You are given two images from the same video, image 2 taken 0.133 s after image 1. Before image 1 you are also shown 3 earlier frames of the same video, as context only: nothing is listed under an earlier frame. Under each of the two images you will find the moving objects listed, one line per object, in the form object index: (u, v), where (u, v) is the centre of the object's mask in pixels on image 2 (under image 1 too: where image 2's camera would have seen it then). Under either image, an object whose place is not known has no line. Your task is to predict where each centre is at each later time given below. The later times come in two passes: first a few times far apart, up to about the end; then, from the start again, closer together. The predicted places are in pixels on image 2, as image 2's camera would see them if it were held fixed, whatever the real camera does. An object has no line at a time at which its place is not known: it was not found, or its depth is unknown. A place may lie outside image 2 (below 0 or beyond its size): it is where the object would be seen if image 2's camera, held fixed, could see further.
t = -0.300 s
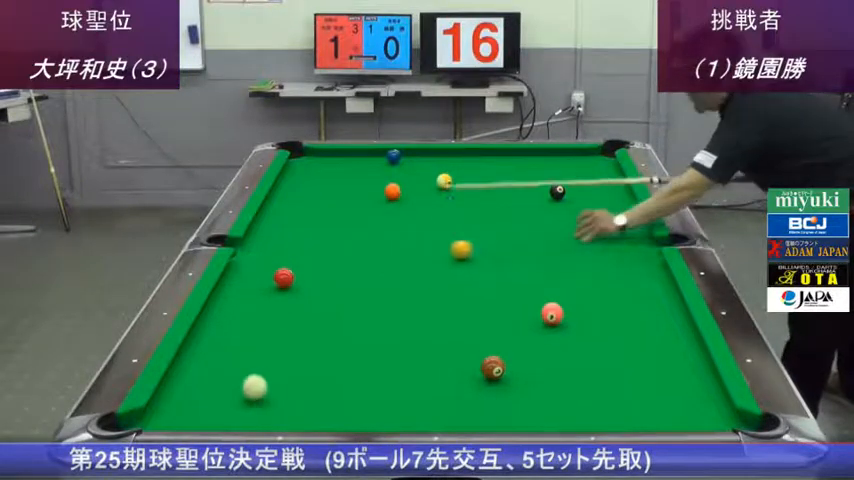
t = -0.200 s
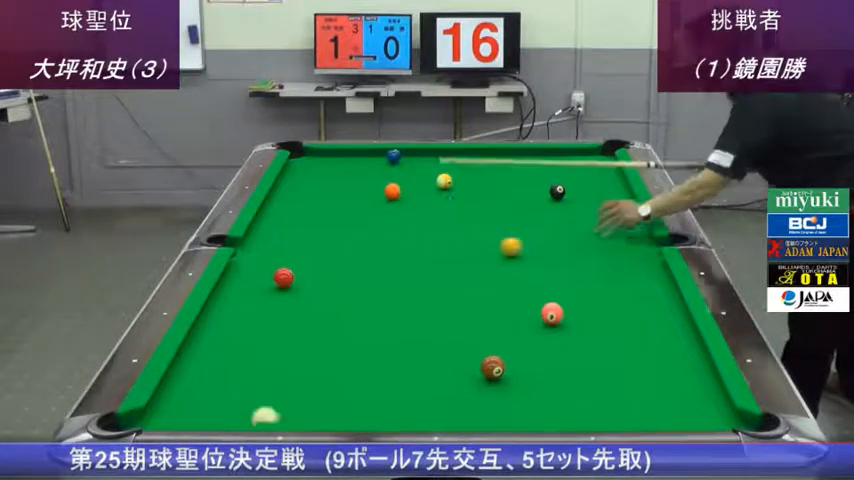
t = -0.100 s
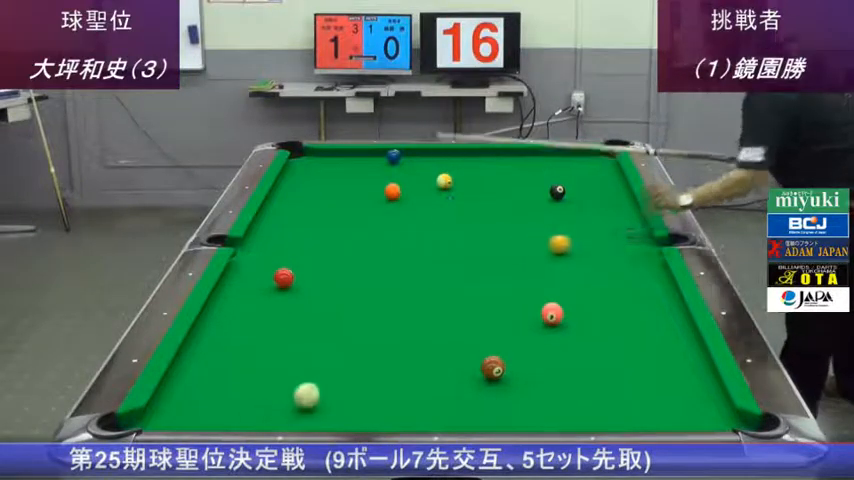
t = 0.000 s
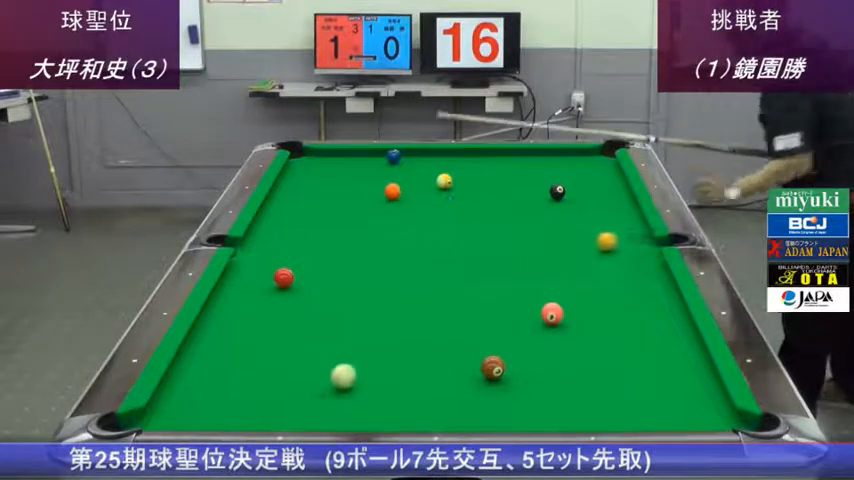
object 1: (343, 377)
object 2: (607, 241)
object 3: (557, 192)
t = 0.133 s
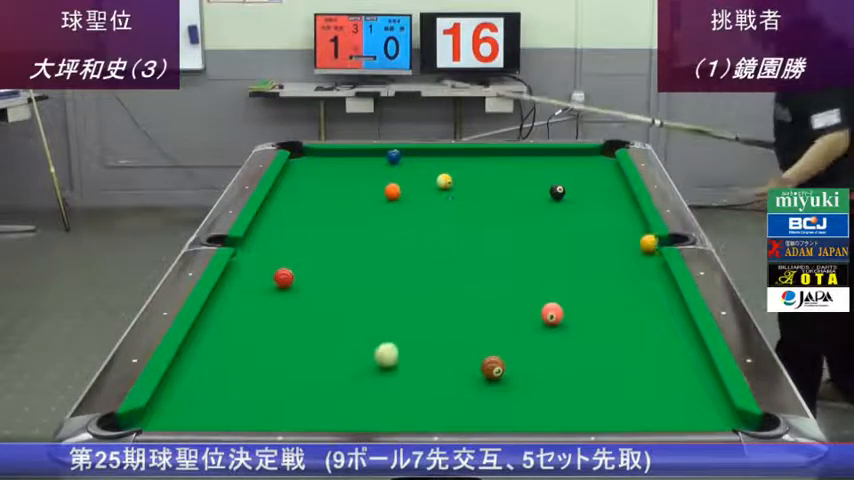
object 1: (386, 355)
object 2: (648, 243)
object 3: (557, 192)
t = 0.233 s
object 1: (416, 341)
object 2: (650, 254)
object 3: (557, 192)
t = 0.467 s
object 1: (479, 309)
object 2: (659, 277)
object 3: (557, 192)
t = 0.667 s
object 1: (528, 286)
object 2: (668, 298)
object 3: (557, 192)
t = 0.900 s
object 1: (577, 262)
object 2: (678, 325)
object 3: (557, 192)
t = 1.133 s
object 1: (620, 241)
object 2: (691, 356)
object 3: (557, 192)
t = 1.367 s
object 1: (626, 223)
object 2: (703, 389)
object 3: (557, 192)
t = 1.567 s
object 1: (602, 211)
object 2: (716, 416)
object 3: (557, 192)
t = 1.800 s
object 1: (575, 198)
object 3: (557, 192)
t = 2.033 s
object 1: (567, 194)
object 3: (542, 186)
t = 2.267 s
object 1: (563, 190)
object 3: (526, 180)
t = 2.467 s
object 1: (561, 187)
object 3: (512, 176)
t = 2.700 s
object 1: (559, 185)
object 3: (495, 168)
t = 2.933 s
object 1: (556, 182)
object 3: (483, 163)
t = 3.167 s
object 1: (555, 180)
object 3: (470, 158)
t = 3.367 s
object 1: (553, 178)
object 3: (461, 155)
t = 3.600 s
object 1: (552, 177)
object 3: (451, 153)
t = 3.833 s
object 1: (551, 175)
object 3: (444, 153)
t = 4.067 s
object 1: (550, 174)
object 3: (436, 156)
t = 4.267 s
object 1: (550, 174)
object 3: (432, 157)
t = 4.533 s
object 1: (550, 173)
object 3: (423, 159)
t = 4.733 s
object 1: (550, 173)
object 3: (419, 160)
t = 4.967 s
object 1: (550, 172)
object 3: (414, 162)
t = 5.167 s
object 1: (551, 172)
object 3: (411, 162)
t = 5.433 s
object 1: (551, 172)
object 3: (406, 164)
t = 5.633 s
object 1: (551, 172)
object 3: (404, 164)
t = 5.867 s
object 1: (551, 172)
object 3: (401, 165)
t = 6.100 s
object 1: (551, 172)
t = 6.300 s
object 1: (551, 172)
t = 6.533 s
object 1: (551, 172)
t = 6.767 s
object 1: (551, 172)
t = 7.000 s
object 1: (550, 172)
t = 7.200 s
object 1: (551, 172)
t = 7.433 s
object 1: (551, 172)
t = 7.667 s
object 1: (551, 172)
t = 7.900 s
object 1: (551, 172)
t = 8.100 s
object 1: (550, 172)
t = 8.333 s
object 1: (551, 172)
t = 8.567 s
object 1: (551, 172)
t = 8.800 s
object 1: (551, 172)
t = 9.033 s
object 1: (551, 172)
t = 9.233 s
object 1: (551, 172)
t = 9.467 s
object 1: (551, 172)
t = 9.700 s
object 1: (551, 172)
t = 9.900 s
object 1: (551, 172)
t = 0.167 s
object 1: (397, 350)
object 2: (648, 246)
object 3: (557, 192)
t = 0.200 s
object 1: (407, 345)
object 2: (648, 250)
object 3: (557, 192)
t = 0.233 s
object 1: (416, 341)
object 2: (650, 254)
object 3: (557, 192)
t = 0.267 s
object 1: (426, 336)
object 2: (651, 257)
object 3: (557, 192)
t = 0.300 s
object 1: (436, 331)
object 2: (653, 260)
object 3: (557, 192)
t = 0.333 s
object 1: (445, 327)
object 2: (654, 263)
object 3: (557, 192)
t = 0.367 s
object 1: (454, 322)
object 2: (655, 266)
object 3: (557, 192)
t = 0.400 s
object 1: (463, 318)
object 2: (656, 270)
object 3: (557, 192)
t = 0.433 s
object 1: (471, 314)
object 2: (658, 273)
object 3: (557, 192)
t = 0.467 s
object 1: (479, 309)
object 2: (659, 277)
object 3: (557, 192)
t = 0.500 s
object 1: (488, 305)
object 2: (660, 280)
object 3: (557, 192)
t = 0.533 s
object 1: (497, 302)
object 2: (662, 283)
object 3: (557, 192)
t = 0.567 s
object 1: (505, 297)
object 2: (663, 287)
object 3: (557, 192)
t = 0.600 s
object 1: (512, 294)
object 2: (664, 291)
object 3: (557, 192)
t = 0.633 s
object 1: (520, 290)
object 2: (666, 295)
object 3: (557, 192)
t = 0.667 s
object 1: (528, 286)
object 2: (668, 298)
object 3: (557, 192)
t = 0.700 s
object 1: (535, 282)
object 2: (669, 302)
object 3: (557, 192)
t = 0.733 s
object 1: (542, 279)
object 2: (671, 306)
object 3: (557, 192)
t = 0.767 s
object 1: (549, 276)
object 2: (673, 310)
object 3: (557, 192)
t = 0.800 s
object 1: (557, 272)
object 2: (674, 313)
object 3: (557, 192)
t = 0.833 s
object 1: (564, 269)
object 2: (675, 317)
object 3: (557, 192)
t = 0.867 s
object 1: (571, 265)
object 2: (677, 322)
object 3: (557, 192)
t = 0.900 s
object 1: (577, 262)
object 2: (678, 325)
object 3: (557, 192)
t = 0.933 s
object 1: (584, 259)
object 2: (680, 330)
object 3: (557, 192)
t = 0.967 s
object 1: (590, 256)
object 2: (682, 334)
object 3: (557, 192)
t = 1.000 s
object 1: (596, 253)
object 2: (683, 337)
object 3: (557, 192)
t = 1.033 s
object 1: (602, 250)
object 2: (685, 342)
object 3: (557, 192)
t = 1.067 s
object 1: (608, 246)
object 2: (687, 347)
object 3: (557, 192)
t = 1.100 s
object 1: (614, 244)
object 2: (689, 351)
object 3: (557, 192)
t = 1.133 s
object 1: (620, 241)
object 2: (691, 356)
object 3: (557, 192)
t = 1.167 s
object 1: (626, 238)
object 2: (692, 360)
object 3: (557, 192)
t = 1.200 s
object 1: (632, 235)
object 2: (694, 365)
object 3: (557, 192)
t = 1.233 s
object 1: (637, 232)
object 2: (696, 370)
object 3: (557, 192)
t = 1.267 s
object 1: (641, 230)
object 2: (698, 374)
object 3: (557, 192)
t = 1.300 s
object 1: (636, 227)
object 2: (700, 379)
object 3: (557, 192)
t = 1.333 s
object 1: (631, 225)
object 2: (702, 384)
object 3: (557, 192)
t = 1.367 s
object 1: (626, 223)
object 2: (703, 389)
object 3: (557, 192)
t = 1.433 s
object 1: (618, 219)
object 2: (707, 399)
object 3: (557, 192)
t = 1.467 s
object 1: (614, 218)
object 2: (709, 404)
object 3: (557, 192)
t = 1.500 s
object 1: (609, 216)
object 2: (711, 409)
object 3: (557, 192)
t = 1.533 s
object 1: (606, 214)
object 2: (713, 413)
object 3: (557, 192)
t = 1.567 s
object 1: (602, 211)
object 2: (716, 416)
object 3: (557, 192)
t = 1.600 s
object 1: (598, 209)
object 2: (720, 418)
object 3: (557, 192)
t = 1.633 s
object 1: (593, 208)
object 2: (727, 418)
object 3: (557, 192)
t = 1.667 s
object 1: (589, 206)
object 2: (734, 419)
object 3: (557, 192)
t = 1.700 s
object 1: (586, 204)
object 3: (557, 192)
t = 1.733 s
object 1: (583, 202)
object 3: (557, 192)
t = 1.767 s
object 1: (578, 200)
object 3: (557, 192)
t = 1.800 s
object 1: (575, 198)
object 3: (557, 192)
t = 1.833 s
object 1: (571, 197)
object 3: (557, 192)
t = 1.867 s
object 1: (568, 195)
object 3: (555, 192)
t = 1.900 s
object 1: (568, 195)
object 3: (553, 191)
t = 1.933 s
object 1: (567, 194)
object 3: (550, 189)
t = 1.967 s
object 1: (567, 194)
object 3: (547, 188)
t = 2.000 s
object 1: (567, 194)
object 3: (544, 187)
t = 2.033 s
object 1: (567, 194)
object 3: (542, 186)
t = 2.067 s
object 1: (566, 193)
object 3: (540, 185)
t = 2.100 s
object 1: (566, 193)
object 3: (539, 185)
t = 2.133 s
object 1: (565, 192)
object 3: (534, 184)
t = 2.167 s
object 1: (564, 191)
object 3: (532, 183)
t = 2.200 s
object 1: (564, 191)
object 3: (530, 182)
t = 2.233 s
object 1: (564, 190)
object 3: (528, 180)
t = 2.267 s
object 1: (563, 190)
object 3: (526, 180)
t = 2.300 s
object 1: (563, 190)
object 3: (523, 178)
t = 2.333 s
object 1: (562, 189)
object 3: (520, 178)
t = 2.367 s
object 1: (562, 189)
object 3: (518, 177)
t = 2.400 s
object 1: (562, 188)
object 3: (516, 176)
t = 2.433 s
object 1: (561, 188)
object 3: (513, 176)
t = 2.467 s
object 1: (561, 187)
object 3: (512, 176)
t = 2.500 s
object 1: (561, 187)
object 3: (510, 174)
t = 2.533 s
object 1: (560, 187)
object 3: (506, 173)
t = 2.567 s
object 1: (560, 186)
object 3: (505, 172)
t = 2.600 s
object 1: (560, 186)
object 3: (503, 171)
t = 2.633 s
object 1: (560, 185)
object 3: (501, 170)
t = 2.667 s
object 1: (559, 185)
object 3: (498, 170)
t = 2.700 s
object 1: (559, 185)
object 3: (495, 168)
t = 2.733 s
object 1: (558, 184)
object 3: (494, 167)
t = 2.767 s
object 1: (558, 184)
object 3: (493, 167)
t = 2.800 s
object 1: (558, 184)
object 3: (491, 166)
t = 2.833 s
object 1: (557, 183)
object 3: (490, 166)
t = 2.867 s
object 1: (557, 183)
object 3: (488, 164)
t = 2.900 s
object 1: (556, 182)
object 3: (484, 163)
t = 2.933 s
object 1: (556, 182)
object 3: (483, 163)
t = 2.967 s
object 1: (556, 182)
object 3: (481, 163)
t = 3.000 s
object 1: (556, 182)
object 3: (481, 162)
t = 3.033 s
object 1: (555, 181)
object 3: (477, 162)
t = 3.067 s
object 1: (555, 181)
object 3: (476, 161)
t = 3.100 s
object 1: (555, 180)
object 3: (475, 161)
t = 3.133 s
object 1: (555, 180)
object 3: (472, 159)
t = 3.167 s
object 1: (555, 180)
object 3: (470, 158)
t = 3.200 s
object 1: (554, 180)
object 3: (469, 157)
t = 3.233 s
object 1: (554, 179)
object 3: (466, 157)
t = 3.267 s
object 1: (554, 179)
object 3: (465, 157)
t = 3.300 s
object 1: (554, 179)
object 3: (463, 156)
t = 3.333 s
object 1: (554, 179)
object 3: (462, 156)
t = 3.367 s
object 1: (553, 178)
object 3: (461, 155)
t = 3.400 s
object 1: (553, 178)
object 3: (460, 154)
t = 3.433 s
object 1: (553, 178)
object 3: (458, 153)
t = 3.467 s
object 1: (553, 177)
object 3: (458, 153)
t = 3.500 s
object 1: (553, 177)
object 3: (446, 154)
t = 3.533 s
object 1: (553, 177)
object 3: (450, 153)
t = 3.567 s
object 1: (552, 177)
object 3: (450, 153)
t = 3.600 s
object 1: (552, 177)
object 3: (451, 153)
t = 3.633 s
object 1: (552, 176)
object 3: (448, 154)
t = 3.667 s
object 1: (552, 176)
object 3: (446, 154)
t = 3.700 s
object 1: (551, 176)
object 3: (446, 154)
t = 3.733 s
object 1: (551, 176)
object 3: (446, 154)
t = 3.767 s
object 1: (551, 176)
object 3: (446, 154)
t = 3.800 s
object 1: (551, 176)
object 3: (446, 154)
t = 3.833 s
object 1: (551, 175)
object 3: (444, 153)
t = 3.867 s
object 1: (551, 175)
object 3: (443, 153)
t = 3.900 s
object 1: (551, 175)
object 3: (440, 154)
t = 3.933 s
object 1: (551, 175)
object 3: (438, 155)
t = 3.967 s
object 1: (550, 175)
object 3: (436, 155)
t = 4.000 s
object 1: (550, 175)
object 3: (436, 155)
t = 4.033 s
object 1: (550, 175)
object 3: (436, 156)
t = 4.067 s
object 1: (550, 174)
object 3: (436, 156)
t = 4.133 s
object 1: (550, 174)
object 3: (435, 156)
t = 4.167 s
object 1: (550, 174)
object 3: (435, 156)
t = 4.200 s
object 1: (550, 174)
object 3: (435, 156)
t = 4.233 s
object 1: (550, 174)
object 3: (433, 157)
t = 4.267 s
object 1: (550, 174)
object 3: (432, 157)
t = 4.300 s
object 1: (550, 174)
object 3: (430, 157)
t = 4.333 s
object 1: (550, 173)
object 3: (429, 158)
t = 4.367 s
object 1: (550, 173)
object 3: (428, 158)
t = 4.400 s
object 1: (550, 173)
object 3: (427, 158)
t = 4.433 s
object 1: (550, 173)
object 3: (425, 159)
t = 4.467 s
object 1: (550, 173)
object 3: (424, 159)
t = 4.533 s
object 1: (550, 173)
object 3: (423, 159)
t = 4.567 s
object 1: (550, 173)
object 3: (422, 160)
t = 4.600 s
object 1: (550, 173)
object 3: (422, 160)
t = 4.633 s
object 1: (550, 173)
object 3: (421, 160)
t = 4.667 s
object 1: (550, 173)
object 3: (420, 160)
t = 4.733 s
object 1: (550, 173)
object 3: (419, 160)
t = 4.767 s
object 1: (550, 172)
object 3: (416, 161)
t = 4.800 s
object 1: (550, 172)
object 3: (416, 161)
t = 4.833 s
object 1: (550, 172)
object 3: (416, 161)
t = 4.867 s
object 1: (550, 172)
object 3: (416, 162)
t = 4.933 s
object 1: (550, 172)
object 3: (416, 162)
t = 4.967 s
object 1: (550, 172)
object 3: (414, 162)
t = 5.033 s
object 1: (550, 172)
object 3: (414, 162)
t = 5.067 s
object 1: (550, 172)
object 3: (412, 162)
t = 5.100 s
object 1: (550, 172)
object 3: (412, 162)
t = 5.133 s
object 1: (551, 172)
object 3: (412, 162)
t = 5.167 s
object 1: (551, 172)
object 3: (411, 162)
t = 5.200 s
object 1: (550, 172)
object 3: (409, 163)
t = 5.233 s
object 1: (550, 172)
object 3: (409, 163)
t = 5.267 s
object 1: (551, 172)
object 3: (409, 163)
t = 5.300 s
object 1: (550, 172)
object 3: (408, 164)
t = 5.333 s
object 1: (551, 172)
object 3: (407, 163)
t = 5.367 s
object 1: (551, 172)
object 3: (406, 164)
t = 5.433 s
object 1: (551, 172)
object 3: (406, 164)
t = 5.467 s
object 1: (551, 172)
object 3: (405, 164)
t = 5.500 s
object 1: (551, 172)
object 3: (405, 164)
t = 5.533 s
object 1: (551, 172)
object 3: (404, 165)
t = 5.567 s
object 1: (551, 172)
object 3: (404, 165)
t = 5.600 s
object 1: (551, 172)
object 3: (404, 164)
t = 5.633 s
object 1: (551, 172)
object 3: (404, 164)
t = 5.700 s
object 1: (551, 172)
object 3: (404, 165)
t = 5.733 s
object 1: (551, 172)
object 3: (403, 164)
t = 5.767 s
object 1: (551, 172)
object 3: (403, 165)
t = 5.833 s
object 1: (551, 172)
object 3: (402, 165)
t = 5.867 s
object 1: (551, 172)
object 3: (401, 165)
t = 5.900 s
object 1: (551, 172)
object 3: (401, 165)
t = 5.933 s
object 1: (551, 172)
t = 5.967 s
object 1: (551, 172)
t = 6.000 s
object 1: (551, 172)
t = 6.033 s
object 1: (551, 172)
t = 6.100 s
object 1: (551, 172)
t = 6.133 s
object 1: (551, 172)
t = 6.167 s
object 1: (551, 172)
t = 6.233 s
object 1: (551, 172)
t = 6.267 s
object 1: (551, 172)
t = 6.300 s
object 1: (551, 172)
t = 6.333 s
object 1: (551, 172)
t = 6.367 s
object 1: (551, 172)
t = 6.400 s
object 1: (551, 172)
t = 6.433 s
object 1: (551, 172)
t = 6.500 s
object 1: (551, 172)
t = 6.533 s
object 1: (551, 172)
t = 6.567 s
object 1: (551, 172)
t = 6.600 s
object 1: (551, 172)
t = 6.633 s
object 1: (551, 172)
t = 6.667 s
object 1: (551, 172)
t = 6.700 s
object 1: (551, 172)
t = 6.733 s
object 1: (551, 172)
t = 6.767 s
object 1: (551, 172)
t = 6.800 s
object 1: (551, 172)
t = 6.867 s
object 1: (551, 172)
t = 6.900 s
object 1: (551, 172)
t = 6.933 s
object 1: (551, 172)
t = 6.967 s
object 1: (551, 172)
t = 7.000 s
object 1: (550, 172)
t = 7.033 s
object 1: (551, 172)
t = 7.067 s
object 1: (551, 172)
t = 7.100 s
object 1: (551, 172)
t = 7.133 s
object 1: (551, 172)
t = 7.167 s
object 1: (551, 172)
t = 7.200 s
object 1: (551, 172)
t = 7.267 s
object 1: (551, 172)
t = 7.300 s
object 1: (551, 172)
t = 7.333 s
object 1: (551, 172)
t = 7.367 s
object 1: (551, 172)
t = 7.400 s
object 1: (551, 172)
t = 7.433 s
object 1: (551, 172)
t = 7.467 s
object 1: (551, 172)
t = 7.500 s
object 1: (551, 172)
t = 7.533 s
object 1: (551, 172)
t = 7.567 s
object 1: (551, 172)
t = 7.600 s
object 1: (551, 172)
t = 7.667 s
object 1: (551, 172)
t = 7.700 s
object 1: (551, 172)
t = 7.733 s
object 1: (550, 172)
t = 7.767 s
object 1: (550, 172)
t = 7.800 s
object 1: (551, 172)
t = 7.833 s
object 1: (551, 172)
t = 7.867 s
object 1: (551, 172)
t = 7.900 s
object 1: (551, 172)
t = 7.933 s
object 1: (550, 172)
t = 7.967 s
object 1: (550, 172)
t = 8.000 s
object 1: (551, 172)
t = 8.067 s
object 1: (551, 172)
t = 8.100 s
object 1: (550, 172)
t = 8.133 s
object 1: (550, 172)
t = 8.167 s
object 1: (550, 172)
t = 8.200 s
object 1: (550, 172)
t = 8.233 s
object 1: (550, 172)
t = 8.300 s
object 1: (550, 172)
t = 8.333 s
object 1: (551, 172)
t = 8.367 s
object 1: (551, 172)
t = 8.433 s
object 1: (551, 172)
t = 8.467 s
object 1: (551, 172)
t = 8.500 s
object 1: (551, 172)
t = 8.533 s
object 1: (551, 172)
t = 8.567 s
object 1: (551, 172)
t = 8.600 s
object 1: (551, 172)
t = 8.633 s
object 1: (551, 172)
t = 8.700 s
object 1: (551, 172)
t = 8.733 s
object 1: (551, 172)
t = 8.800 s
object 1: (551, 172)
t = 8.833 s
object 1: (551, 172)
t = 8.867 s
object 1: (551, 172)
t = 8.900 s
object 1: (551, 172)
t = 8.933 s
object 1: (551, 172)
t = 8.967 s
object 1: (551, 172)
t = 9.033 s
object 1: (551, 172)
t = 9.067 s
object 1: (551, 172)
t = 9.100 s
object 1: (551, 172)
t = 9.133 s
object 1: (551, 172)
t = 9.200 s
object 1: (551, 172)
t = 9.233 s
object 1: (551, 172)
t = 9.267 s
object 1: (551, 172)
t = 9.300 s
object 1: (551, 172)
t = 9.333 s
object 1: (551, 172)
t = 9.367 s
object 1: (551, 172)
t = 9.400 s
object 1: (551, 172)
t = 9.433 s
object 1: (551, 172)
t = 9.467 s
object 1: (551, 172)
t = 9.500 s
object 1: (551, 172)
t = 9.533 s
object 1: (551, 172)
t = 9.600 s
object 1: (551, 172)
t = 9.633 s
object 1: (551, 172)
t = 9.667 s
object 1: (551, 172)
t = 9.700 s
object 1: (551, 172)
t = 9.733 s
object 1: (551, 172)
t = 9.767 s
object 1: (551, 172)
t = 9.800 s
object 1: (551, 172)
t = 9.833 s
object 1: (551, 172)
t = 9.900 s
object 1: (551, 172)
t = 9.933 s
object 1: (551, 172)
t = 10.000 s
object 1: (551, 172)
